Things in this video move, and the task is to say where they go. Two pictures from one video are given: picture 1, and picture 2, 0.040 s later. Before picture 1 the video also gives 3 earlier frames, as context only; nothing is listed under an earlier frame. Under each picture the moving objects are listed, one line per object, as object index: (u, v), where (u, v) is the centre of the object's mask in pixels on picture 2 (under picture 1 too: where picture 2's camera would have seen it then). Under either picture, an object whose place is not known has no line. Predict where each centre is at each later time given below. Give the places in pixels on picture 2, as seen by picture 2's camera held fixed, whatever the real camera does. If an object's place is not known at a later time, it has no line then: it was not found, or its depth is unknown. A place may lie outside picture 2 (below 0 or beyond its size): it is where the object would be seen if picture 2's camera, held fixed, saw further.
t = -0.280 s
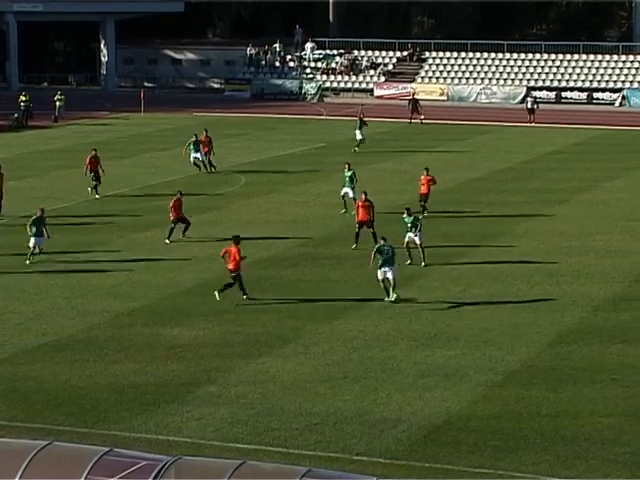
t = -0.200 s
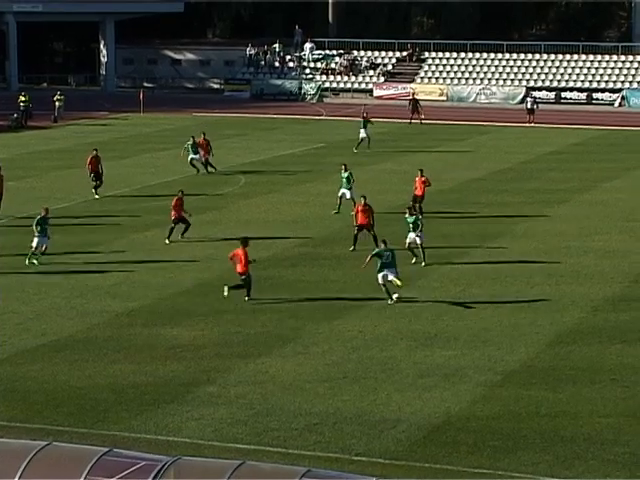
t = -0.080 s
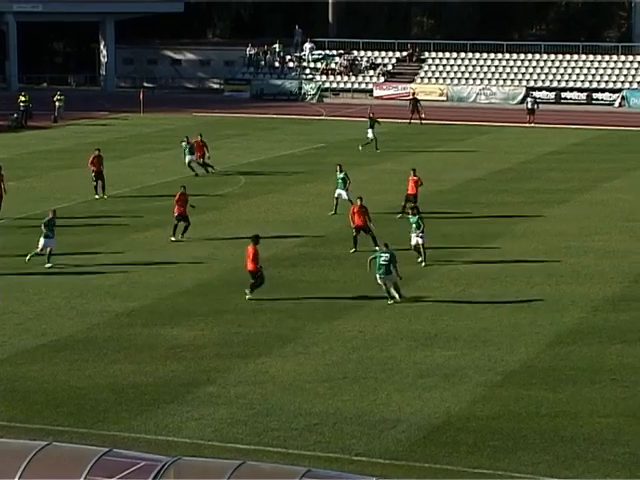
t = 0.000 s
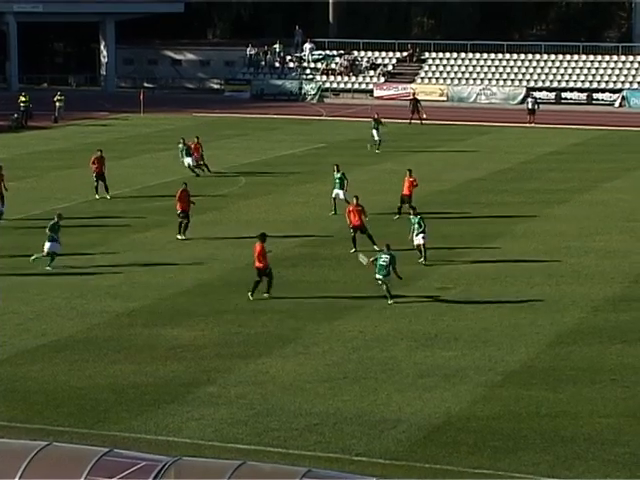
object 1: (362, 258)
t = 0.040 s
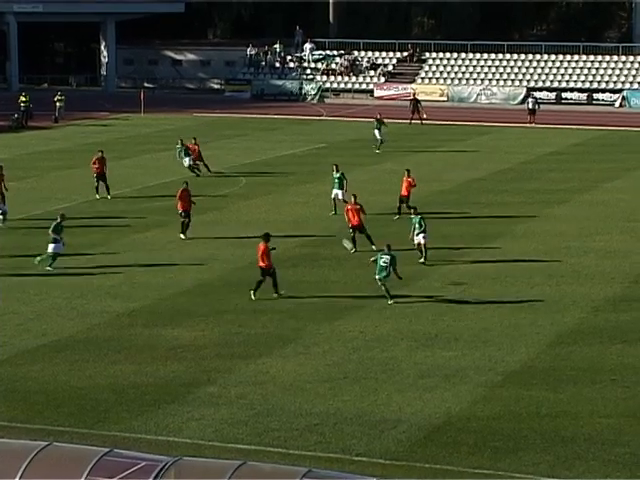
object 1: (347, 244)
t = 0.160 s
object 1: (300, 205)
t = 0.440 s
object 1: (202, 151)
